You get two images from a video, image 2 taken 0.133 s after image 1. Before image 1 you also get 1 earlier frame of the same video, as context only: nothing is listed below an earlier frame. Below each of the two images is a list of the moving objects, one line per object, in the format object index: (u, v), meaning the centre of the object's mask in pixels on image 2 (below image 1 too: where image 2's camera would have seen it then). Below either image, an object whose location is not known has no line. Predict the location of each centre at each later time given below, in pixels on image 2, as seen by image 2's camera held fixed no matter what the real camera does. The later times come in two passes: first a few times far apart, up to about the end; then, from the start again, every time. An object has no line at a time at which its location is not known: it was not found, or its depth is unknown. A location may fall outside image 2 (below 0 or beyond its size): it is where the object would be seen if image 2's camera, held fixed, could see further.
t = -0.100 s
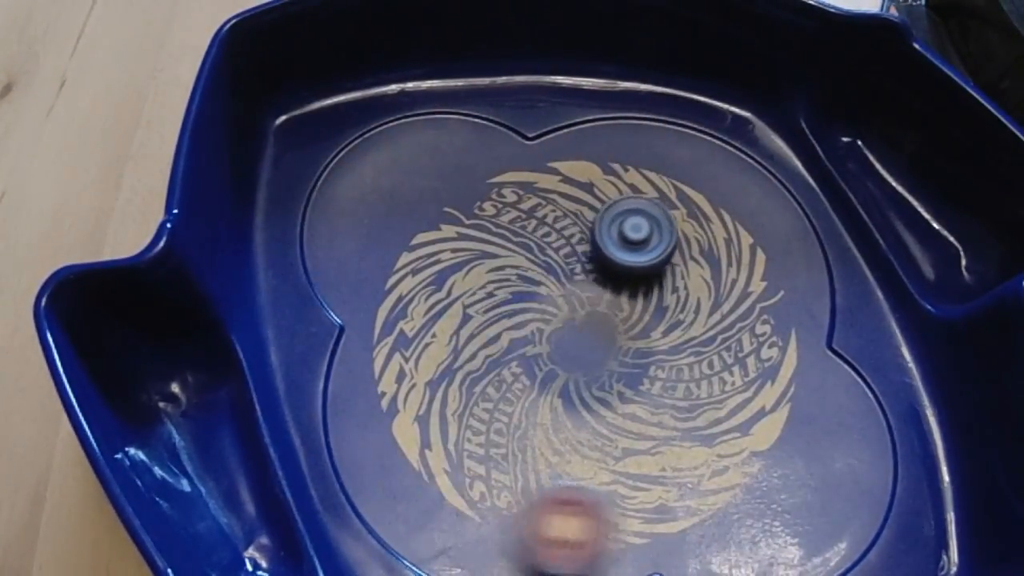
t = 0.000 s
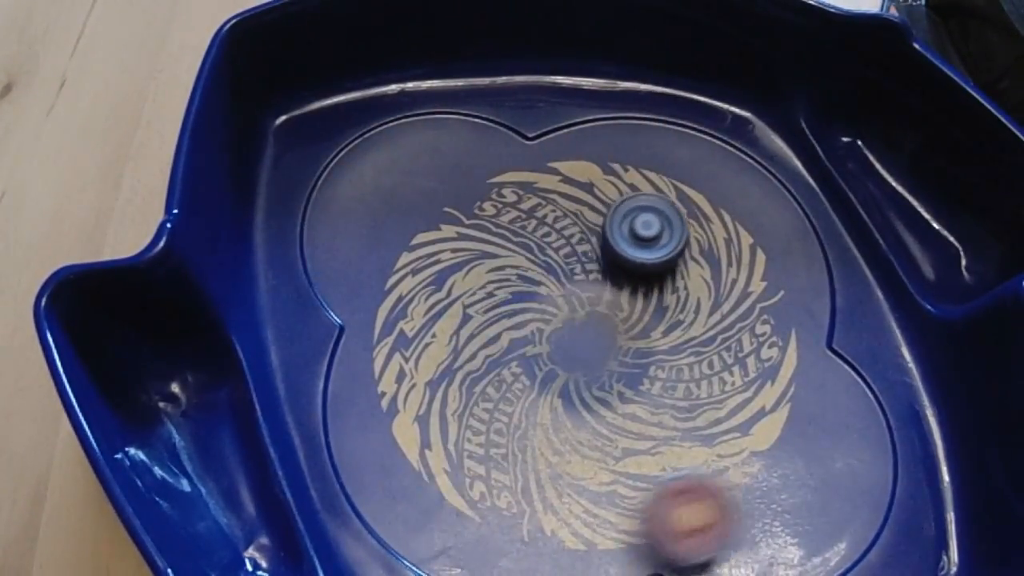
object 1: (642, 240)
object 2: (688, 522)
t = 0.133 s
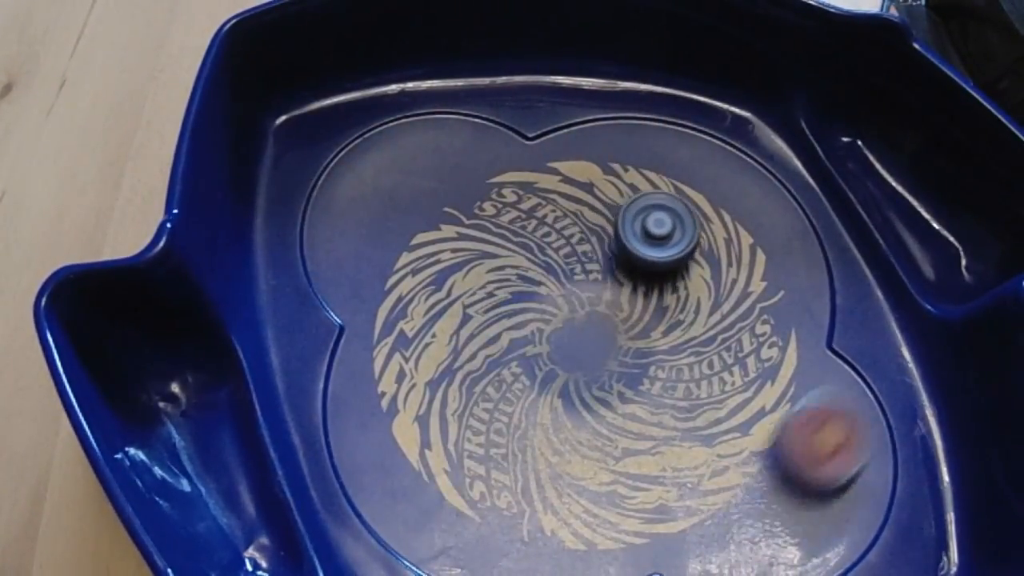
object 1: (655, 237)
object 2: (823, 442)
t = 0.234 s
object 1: (661, 238)
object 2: (879, 356)
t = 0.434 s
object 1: (671, 245)
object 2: (836, 223)
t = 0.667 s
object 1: (681, 261)
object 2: (606, 161)
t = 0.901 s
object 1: (689, 293)
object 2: (386, 245)
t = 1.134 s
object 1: (696, 330)
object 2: (357, 409)
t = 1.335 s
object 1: (697, 363)
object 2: (426, 556)
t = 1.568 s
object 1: (686, 401)
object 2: (692, 534)
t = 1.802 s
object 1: (566, 204)
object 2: (911, 546)
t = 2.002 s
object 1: (491, 155)
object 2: (924, 513)
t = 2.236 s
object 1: (422, 151)
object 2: (871, 401)
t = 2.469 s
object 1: (389, 178)
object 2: (693, 260)
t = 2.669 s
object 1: (394, 211)
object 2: (512, 251)
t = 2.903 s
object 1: (374, 222)
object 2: (400, 383)
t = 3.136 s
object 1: (413, 261)
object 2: (441, 558)
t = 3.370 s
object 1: (486, 281)
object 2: (696, 531)
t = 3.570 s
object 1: (551, 289)
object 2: (748, 365)
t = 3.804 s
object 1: (618, 320)
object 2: (624, 217)
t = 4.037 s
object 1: (661, 327)
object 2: (440, 208)
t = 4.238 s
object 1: (699, 358)
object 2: (339, 315)
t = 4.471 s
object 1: (729, 397)
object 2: (420, 468)
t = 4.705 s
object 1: (746, 425)
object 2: (621, 504)
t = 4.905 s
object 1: (790, 408)
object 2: (691, 418)
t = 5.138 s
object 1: (786, 384)
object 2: (653, 309)
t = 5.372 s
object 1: (740, 374)
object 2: (531, 256)
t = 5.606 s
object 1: (681, 382)
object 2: (435, 315)
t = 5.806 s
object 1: (632, 396)
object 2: (447, 430)
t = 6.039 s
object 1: (588, 387)
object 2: (603, 487)
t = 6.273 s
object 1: (563, 372)
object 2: (724, 381)
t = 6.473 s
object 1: (551, 368)
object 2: (713, 253)
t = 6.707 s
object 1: (555, 360)
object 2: (581, 177)
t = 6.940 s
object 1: (560, 334)
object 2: (447, 254)
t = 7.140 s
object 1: (557, 311)
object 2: (437, 391)
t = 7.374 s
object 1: (569, 307)
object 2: (582, 507)
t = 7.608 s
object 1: (588, 300)
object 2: (756, 450)
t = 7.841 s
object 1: (602, 297)
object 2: (793, 285)
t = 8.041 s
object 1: (609, 307)
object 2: (690, 187)
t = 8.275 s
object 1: (619, 321)
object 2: (525, 195)
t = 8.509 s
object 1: (623, 338)
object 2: (428, 324)
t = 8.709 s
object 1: (621, 356)
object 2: (452, 474)
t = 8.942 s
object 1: (615, 369)
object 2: (621, 549)
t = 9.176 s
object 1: (604, 373)
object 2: (785, 467)
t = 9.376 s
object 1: (591, 377)
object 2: (793, 314)
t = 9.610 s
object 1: (580, 376)
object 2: (662, 204)
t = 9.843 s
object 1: (572, 369)
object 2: (497, 220)
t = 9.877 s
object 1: (572, 366)
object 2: (476, 232)
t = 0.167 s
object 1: (658, 237)
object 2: (845, 418)
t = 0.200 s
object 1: (660, 237)
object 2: (864, 388)
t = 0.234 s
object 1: (661, 238)
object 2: (879, 356)
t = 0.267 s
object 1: (663, 239)
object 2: (884, 332)
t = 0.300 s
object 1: (665, 240)
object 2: (890, 307)
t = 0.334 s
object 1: (666, 242)
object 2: (893, 280)
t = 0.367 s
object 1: (668, 243)
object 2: (883, 258)
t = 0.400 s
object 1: (669, 244)
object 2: (862, 243)
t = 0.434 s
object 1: (671, 245)
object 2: (836, 223)
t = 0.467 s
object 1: (672, 247)
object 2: (808, 208)
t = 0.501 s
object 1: (674, 248)
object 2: (779, 195)
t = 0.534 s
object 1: (676, 250)
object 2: (747, 183)
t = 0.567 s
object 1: (678, 251)
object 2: (713, 176)
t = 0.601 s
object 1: (680, 253)
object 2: (679, 166)
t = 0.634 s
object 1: (681, 256)
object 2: (643, 163)
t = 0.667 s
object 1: (681, 261)
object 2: (606, 161)
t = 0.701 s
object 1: (682, 264)
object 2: (572, 164)
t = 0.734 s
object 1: (683, 269)
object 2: (536, 171)
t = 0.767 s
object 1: (685, 273)
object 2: (502, 180)
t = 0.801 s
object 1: (685, 278)
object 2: (471, 194)
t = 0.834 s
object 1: (686, 282)
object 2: (440, 207)
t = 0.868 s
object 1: (688, 287)
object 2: (412, 224)
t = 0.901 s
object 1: (689, 293)
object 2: (386, 245)
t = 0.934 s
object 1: (691, 297)
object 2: (359, 269)
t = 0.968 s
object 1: (693, 302)
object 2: (337, 293)
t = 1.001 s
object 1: (693, 307)
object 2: (327, 312)
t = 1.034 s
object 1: (693, 314)
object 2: (327, 329)
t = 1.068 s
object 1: (695, 318)
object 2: (335, 356)
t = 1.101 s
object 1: (696, 324)
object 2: (347, 381)
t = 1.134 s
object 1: (696, 330)
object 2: (357, 409)
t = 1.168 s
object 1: (696, 336)
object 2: (366, 435)
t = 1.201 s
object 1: (697, 343)
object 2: (373, 462)
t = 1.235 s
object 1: (697, 350)
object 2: (380, 491)
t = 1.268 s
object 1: (698, 354)
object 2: (393, 520)
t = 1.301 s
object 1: (697, 360)
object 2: (405, 544)
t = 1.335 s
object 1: (697, 363)
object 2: (426, 556)
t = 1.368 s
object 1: (696, 368)
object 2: (460, 561)
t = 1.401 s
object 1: (693, 375)
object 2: (499, 563)
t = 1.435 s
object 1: (693, 379)
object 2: (543, 564)
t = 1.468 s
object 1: (690, 385)
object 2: (582, 565)
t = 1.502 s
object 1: (689, 389)
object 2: (622, 560)
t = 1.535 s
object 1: (687, 396)
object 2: (660, 549)
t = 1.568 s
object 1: (686, 401)
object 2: (692, 534)
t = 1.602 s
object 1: (684, 404)
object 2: (716, 510)
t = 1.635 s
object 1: (679, 396)
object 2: (738, 498)
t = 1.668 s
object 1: (646, 340)
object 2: (782, 526)
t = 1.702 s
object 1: (627, 297)
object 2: (829, 542)
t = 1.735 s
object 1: (603, 259)
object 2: (864, 545)
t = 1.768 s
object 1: (584, 229)
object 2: (891, 545)
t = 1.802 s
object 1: (566, 204)
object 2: (911, 546)
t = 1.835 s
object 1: (552, 189)
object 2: (932, 547)
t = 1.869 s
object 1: (537, 176)
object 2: (937, 541)
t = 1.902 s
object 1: (525, 168)
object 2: (933, 534)
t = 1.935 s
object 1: (513, 162)
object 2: (930, 527)
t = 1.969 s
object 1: (502, 160)
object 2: (927, 519)
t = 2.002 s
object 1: (491, 155)
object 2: (924, 513)
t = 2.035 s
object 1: (479, 152)
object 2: (919, 507)
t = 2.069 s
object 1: (469, 149)
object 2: (914, 500)
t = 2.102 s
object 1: (459, 148)
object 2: (908, 489)
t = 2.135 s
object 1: (448, 147)
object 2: (901, 473)
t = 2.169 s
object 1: (439, 147)
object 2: (893, 452)
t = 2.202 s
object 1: (430, 149)
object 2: (884, 429)
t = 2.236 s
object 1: (422, 151)
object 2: (871, 401)
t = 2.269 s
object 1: (416, 153)
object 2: (855, 372)
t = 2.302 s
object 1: (410, 156)
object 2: (833, 345)
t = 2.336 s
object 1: (404, 160)
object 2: (812, 324)
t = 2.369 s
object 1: (400, 164)
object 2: (785, 306)
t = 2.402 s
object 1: (395, 168)
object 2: (756, 287)
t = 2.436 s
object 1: (392, 172)
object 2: (725, 273)
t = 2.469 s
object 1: (389, 178)
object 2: (693, 260)
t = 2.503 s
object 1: (387, 183)
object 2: (662, 254)
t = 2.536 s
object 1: (386, 189)
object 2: (633, 247)
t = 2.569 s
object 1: (386, 194)
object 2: (601, 245)
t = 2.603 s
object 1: (388, 201)
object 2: (572, 245)
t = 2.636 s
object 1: (391, 207)
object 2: (542, 246)
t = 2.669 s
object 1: (394, 211)
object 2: (512, 251)
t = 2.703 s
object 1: (398, 215)
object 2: (480, 258)
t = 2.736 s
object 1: (385, 214)
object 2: (471, 277)
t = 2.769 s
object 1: (379, 209)
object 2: (458, 295)
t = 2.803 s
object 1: (374, 210)
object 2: (443, 314)
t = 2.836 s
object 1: (373, 213)
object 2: (428, 333)
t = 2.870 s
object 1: (373, 217)
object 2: (412, 357)
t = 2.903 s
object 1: (374, 222)
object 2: (400, 383)
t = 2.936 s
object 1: (376, 227)
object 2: (391, 411)
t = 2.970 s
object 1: (380, 232)
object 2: (385, 443)
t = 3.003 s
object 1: (385, 237)
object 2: (387, 471)
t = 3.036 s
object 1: (390, 242)
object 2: (390, 497)
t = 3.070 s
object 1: (397, 248)
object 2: (402, 529)
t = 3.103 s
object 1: (404, 255)
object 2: (420, 544)
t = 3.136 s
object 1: (413, 261)
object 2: (441, 558)
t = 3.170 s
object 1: (422, 266)
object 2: (469, 562)
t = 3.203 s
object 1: (432, 270)
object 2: (508, 565)
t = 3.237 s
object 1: (442, 273)
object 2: (552, 564)
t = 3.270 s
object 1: (453, 276)
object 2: (593, 562)
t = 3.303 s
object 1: (464, 279)
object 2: (633, 557)
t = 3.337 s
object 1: (475, 280)
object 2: (667, 546)
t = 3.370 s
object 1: (486, 281)
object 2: (696, 531)
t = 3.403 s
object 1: (497, 283)
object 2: (720, 507)
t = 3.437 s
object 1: (508, 283)
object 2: (735, 482)
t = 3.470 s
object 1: (519, 284)
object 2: (746, 452)
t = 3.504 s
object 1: (530, 286)
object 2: (751, 422)
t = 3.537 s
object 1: (541, 288)
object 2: (751, 391)
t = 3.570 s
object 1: (551, 289)
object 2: (748, 365)
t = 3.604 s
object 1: (560, 294)
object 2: (739, 337)
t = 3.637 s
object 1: (570, 301)
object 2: (724, 311)
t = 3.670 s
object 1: (579, 306)
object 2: (707, 288)
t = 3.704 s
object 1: (588, 314)
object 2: (690, 267)
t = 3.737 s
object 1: (597, 319)
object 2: (669, 248)
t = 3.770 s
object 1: (608, 319)
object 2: (648, 232)
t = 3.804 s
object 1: (618, 320)
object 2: (624, 217)
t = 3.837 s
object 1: (628, 322)
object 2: (601, 207)
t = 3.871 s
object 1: (636, 324)
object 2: (575, 198)
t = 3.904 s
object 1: (642, 325)
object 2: (548, 193)
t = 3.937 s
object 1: (649, 323)
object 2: (520, 192)
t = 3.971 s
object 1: (652, 326)
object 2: (493, 194)
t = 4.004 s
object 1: (656, 326)
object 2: (466, 200)
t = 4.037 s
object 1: (661, 327)
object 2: (440, 208)
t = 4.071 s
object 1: (667, 330)
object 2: (415, 219)
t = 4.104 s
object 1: (673, 334)
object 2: (392, 234)
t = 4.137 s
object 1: (680, 339)
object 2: (369, 254)
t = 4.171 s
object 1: (686, 346)
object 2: (352, 274)
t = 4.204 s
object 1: (693, 352)
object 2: (339, 299)
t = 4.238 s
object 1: (699, 358)
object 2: (339, 315)
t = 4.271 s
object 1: (703, 363)
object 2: (349, 332)
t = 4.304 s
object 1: (709, 371)
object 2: (358, 351)
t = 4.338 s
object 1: (713, 377)
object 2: (366, 375)
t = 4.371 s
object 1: (716, 382)
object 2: (375, 397)
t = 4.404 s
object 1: (723, 387)
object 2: (387, 425)
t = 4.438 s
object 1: (726, 391)
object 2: (402, 447)
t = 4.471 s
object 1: (729, 397)
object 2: (420, 468)
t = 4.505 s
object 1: (733, 400)
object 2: (445, 487)
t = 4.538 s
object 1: (735, 407)
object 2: (471, 501)
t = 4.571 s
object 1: (739, 410)
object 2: (501, 511)
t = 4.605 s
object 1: (742, 413)
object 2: (531, 517)
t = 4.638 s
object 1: (743, 418)
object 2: (562, 518)
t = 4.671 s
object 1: (745, 420)
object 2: (592, 513)
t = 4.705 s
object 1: (746, 425)
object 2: (621, 504)
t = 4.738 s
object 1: (747, 428)
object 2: (652, 488)
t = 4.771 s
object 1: (755, 427)
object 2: (668, 474)
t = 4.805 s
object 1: (769, 421)
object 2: (674, 464)
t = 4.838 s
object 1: (779, 416)
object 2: (680, 450)
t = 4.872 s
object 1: (786, 412)
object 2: (687, 437)
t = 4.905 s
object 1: (790, 408)
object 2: (691, 418)
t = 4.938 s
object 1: (793, 404)
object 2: (695, 398)
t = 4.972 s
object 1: (795, 400)
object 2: (694, 382)
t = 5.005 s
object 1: (795, 396)
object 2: (690, 365)
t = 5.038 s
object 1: (794, 393)
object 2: (684, 348)
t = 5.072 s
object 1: (792, 390)
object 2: (674, 334)
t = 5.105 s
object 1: (790, 386)
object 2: (663, 322)
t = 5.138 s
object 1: (786, 384)
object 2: (653, 309)
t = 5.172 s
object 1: (781, 380)
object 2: (638, 296)
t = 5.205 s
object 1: (775, 379)
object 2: (620, 282)
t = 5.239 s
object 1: (769, 376)
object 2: (600, 271)
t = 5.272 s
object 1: (762, 374)
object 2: (581, 262)
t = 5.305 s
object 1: (755, 374)
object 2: (563, 257)
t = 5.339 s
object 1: (748, 373)
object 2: (547, 255)
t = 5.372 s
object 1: (740, 374)
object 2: (531, 256)
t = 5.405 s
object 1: (731, 374)
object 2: (516, 258)
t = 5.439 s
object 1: (722, 375)
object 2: (500, 262)
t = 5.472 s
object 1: (714, 376)
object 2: (484, 267)
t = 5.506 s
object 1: (706, 378)
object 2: (469, 276)
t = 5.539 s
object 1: (697, 380)
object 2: (456, 286)
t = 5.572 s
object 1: (689, 381)
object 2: (444, 299)
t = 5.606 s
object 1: (681, 382)
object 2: (435, 315)
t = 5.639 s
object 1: (672, 385)
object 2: (428, 333)
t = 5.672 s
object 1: (664, 386)
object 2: (424, 351)
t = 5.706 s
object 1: (655, 390)
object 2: (423, 371)
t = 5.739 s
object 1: (648, 392)
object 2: (427, 390)
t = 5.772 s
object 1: (640, 393)
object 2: (436, 412)
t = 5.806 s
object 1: (632, 396)
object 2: (447, 430)
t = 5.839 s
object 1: (623, 397)
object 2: (462, 449)
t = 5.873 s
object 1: (615, 397)
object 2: (482, 467)
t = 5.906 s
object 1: (609, 396)
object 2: (503, 478)
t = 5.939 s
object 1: (602, 395)
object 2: (529, 486)
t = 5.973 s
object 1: (597, 393)
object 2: (554, 491)
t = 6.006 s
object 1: (592, 390)
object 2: (578, 491)
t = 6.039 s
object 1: (588, 387)
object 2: (603, 487)
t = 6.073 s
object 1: (585, 384)
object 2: (628, 481)
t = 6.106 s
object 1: (580, 382)
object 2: (651, 469)
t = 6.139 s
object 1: (577, 378)
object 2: (671, 452)
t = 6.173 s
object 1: (573, 377)
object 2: (688, 437)
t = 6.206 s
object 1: (570, 374)
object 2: (703, 419)
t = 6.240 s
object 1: (566, 373)
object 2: (716, 399)
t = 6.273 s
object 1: (563, 372)
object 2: (724, 381)
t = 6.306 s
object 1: (560, 371)
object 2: (730, 358)
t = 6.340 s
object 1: (557, 370)
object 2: (733, 337)
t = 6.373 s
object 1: (555, 369)
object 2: (732, 315)
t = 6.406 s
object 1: (553, 369)
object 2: (729, 292)
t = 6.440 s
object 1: (552, 368)
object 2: (723, 273)
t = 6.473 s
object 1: (551, 368)
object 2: (713, 253)
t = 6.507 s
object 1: (550, 368)
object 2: (700, 237)
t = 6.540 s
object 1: (550, 368)
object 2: (684, 220)
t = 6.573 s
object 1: (550, 367)
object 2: (666, 206)
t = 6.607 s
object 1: (551, 364)
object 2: (647, 194)
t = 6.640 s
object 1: (552, 364)
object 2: (626, 185)
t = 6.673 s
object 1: (553, 362)
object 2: (603, 178)
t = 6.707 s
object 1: (555, 360)
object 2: (581, 177)
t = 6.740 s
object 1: (556, 358)
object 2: (557, 179)
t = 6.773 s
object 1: (558, 354)
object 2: (535, 185)
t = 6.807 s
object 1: (559, 351)
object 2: (514, 194)
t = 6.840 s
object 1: (560, 347)
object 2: (494, 205)
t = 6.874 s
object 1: (561, 343)
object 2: (476, 219)
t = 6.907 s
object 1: (561, 339)
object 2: (461, 235)
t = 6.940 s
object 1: (560, 334)
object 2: (447, 254)
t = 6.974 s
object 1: (559, 330)
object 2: (436, 276)
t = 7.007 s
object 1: (558, 327)
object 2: (428, 298)
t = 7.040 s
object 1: (557, 323)
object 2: (426, 320)
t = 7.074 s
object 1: (556, 320)
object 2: (426, 343)
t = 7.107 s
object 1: (556, 314)
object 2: (430, 368)
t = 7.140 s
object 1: (557, 311)
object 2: (437, 391)
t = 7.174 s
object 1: (557, 309)
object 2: (450, 413)
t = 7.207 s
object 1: (558, 309)
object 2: (465, 437)
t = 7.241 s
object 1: (560, 309)
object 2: (484, 457)
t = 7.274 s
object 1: (562, 308)
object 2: (503, 475)
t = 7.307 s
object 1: (564, 308)
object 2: (529, 489)
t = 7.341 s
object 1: (566, 308)
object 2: (555, 501)
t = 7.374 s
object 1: (569, 307)
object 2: (582, 507)
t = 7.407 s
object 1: (572, 307)
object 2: (610, 510)
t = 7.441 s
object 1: (575, 306)
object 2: (638, 508)
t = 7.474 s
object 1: (578, 305)
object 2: (666, 502)
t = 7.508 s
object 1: (580, 304)
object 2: (692, 492)
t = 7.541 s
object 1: (583, 303)
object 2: (716, 482)
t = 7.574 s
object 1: (586, 300)
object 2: (737, 469)
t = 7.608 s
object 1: (588, 300)
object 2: (756, 450)
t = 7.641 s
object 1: (591, 298)
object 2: (772, 429)
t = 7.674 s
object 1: (593, 297)
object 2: (785, 409)
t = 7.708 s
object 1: (595, 297)
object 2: (795, 379)
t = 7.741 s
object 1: (597, 296)
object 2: (801, 354)
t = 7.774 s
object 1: (599, 296)
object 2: (800, 333)
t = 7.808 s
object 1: (601, 297)
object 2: (798, 308)
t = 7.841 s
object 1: (602, 297)
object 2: (793, 285)
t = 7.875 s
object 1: (604, 298)
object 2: (783, 262)
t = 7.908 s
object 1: (606, 299)
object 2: (770, 243)
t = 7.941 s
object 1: (606, 302)
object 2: (753, 224)
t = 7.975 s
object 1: (607, 301)
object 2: (736, 211)
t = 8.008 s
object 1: (608, 304)
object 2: (714, 198)
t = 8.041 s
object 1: (609, 307)
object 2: (690, 187)
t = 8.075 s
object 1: (610, 309)
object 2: (669, 178)
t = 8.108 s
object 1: (612, 310)
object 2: (643, 174)
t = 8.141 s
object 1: (613, 313)
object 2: (619, 172)
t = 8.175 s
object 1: (614, 317)
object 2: (595, 172)
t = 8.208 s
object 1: (617, 317)
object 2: (570, 176)
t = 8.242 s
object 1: (618, 319)
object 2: (549, 184)
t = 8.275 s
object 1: (619, 321)
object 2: (525, 195)
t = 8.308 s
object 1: (620, 323)
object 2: (506, 209)
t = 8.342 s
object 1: (620, 325)
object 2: (490, 222)
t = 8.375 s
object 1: (621, 327)
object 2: (473, 239)
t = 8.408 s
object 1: (621, 330)
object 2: (457, 259)
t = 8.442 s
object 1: (622, 333)
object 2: (443, 280)
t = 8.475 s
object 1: (622, 335)
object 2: (433, 303)
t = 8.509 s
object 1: (623, 338)
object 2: (428, 324)
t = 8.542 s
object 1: (623, 340)
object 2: (423, 349)
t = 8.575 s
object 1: (622, 345)
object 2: (421, 373)
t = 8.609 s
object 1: (622, 348)
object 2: (424, 397)
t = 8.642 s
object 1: (621, 351)
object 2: (430, 423)
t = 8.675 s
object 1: (621, 353)
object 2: (439, 449)
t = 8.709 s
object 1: (621, 356)
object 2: (452, 474)
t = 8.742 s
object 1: (620, 358)
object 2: (468, 497)
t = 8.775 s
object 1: (619, 359)
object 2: (487, 514)
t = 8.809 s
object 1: (618, 362)
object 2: (510, 530)
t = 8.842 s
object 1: (618, 363)
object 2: (531, 538)
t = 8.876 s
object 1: (617, 365)
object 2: (562, 544)
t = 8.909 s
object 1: (616, 367)
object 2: (589, 547)
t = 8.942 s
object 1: (615, 369)
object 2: (621, 549)
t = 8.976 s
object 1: (613, 370)
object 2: (653, 546)
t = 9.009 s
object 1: (612, 370)
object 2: (678, 541)
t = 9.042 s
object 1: (612, 370)
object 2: (703, 536)
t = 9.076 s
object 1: (610, 370)
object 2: (728, 525)
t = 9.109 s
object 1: (608, 371)
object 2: (751, 506)
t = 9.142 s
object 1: (605, 374)
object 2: (768, 490)
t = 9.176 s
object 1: (604, 373)
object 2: (785, 467)
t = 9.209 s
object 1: (601, 375)
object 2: (796, 444)
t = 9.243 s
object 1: (600, 375)
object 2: (804, 417)
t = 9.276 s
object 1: (598, 376)
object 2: (808, 388)
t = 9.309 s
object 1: (595, 377)
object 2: (807, 362)
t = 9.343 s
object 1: (593, 377)
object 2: (802, 338)
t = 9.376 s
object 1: (591, 377)
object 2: (793, 314)
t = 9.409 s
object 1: (589, 377)
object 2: (782, 292)
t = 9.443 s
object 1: (587, 376)
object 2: (768, 272)
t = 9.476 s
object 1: (585, 378)
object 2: (749, 255)
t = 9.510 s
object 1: (584, 376)
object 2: (728, 239)
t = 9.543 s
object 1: (583, 377)
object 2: (707, 224)
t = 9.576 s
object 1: (581, 376)
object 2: (685, 214)
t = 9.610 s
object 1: (580, 376)
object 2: (662, 204)
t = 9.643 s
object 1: (579, 373)
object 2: (638, 199)
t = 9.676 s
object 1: (577, 371)
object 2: (614, 196)
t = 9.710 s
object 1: (575, 372)
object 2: (589, 194)
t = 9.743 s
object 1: (574, 370)
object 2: (566, 196)
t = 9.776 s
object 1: (573, 369)
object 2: (541, 202)
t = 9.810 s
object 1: (572, 370)
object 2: (519, 209)
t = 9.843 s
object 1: (572, 369)
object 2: (497, 220)
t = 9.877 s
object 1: (572, 366)
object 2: (476, 232)
